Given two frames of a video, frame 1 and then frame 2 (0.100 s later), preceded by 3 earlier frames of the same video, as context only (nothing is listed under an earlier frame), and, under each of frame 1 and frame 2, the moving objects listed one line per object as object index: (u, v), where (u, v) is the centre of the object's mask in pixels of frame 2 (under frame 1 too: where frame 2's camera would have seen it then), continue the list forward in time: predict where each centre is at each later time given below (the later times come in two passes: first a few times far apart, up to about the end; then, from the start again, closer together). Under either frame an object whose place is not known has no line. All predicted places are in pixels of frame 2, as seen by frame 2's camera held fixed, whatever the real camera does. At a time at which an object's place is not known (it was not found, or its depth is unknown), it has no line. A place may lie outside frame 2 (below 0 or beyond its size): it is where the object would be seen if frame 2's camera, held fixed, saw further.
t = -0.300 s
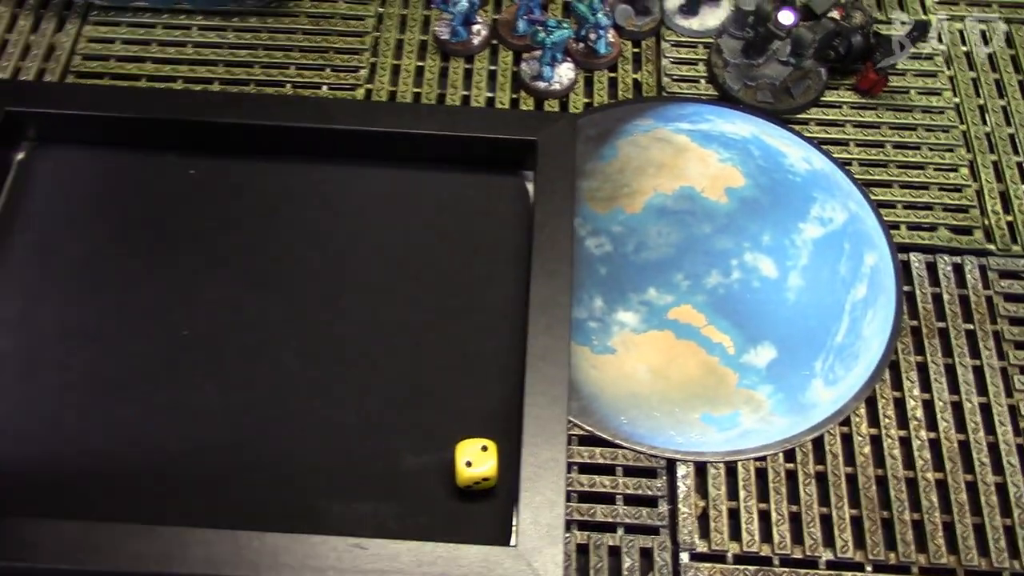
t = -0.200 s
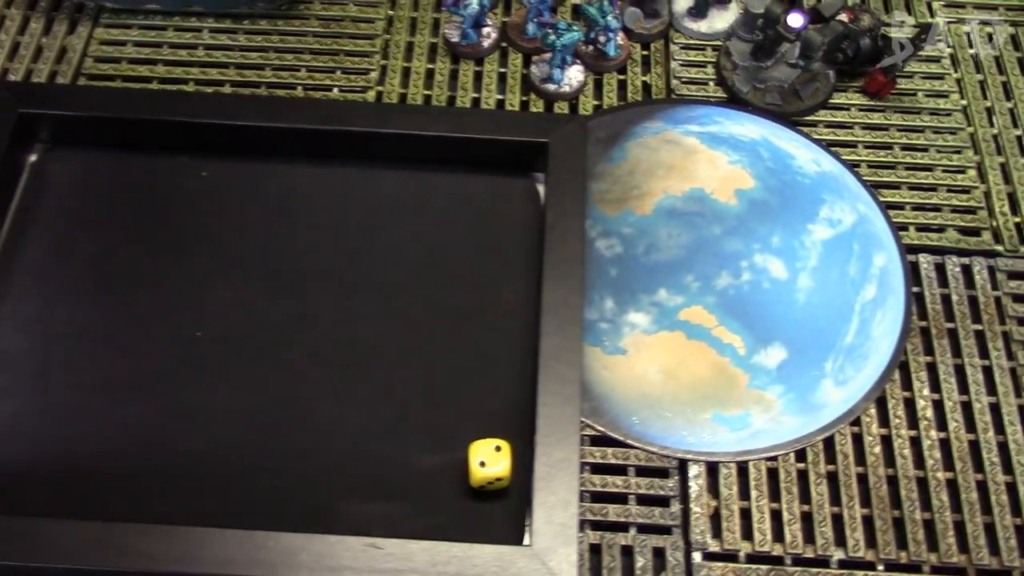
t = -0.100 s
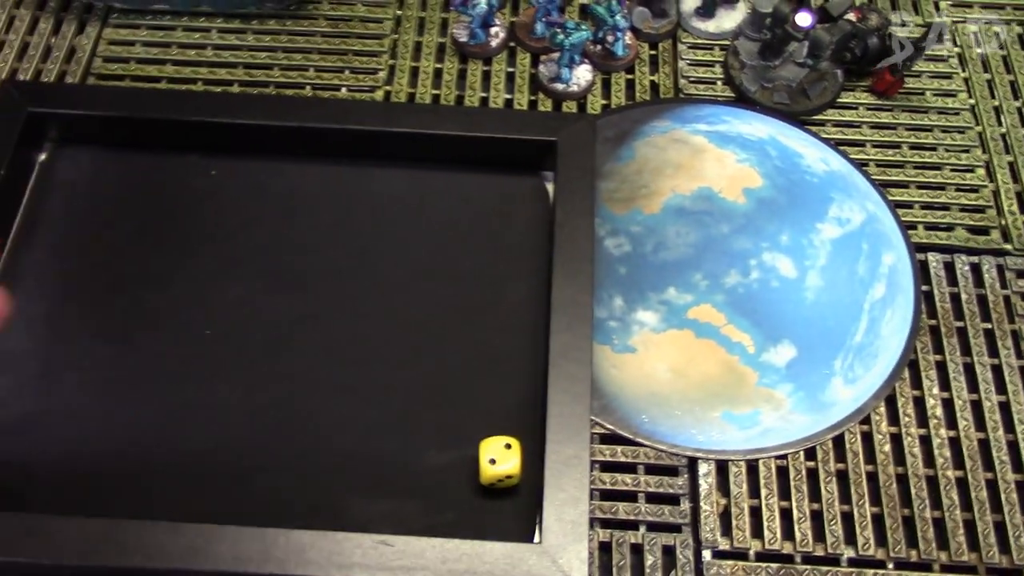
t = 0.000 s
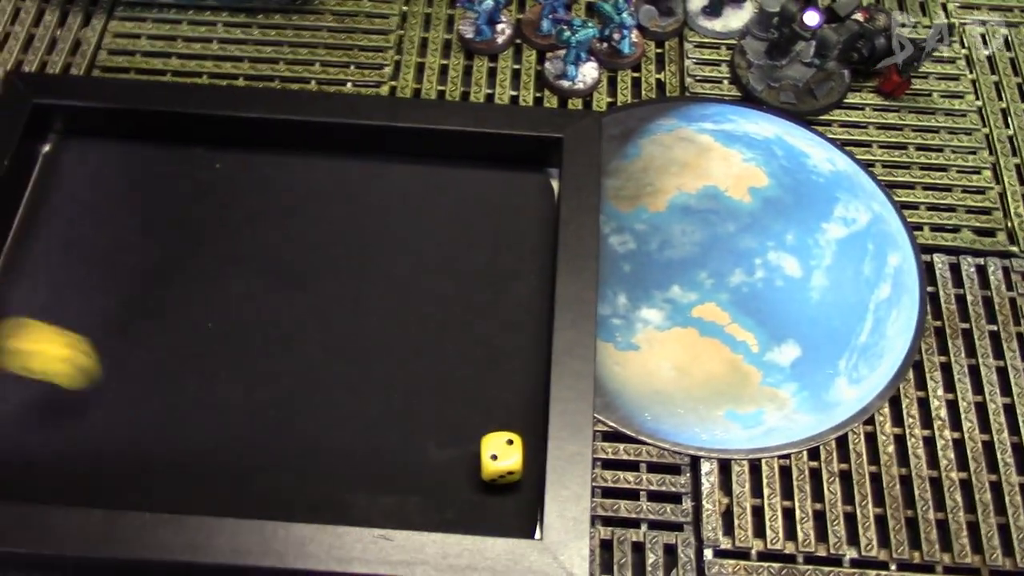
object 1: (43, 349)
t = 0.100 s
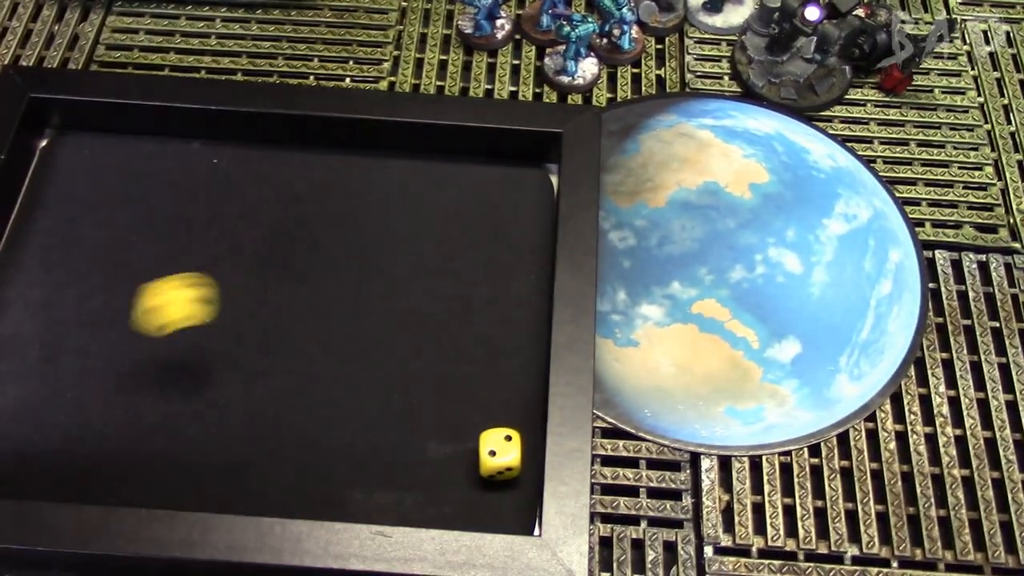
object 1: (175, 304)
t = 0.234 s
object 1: (328, 287)
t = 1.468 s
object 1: (492, 210)
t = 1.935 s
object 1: (492, 210)
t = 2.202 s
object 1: (492, 211)
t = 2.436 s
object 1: (492, 211)
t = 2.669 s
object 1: (492, 211)
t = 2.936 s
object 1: (493, 211)
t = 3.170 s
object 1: (493, 211)
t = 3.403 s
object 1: (493, 211)
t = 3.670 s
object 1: (493, 211)
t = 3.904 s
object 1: (493, 211)
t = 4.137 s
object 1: (492, 211)
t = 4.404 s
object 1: (492, 211)
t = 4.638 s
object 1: (492, 211)
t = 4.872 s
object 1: (492, 211)
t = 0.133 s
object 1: (222, 299)
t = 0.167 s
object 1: (270, 308)
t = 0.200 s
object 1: (308, 303)
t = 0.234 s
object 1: (328, 287)
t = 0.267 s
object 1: (354, 286)
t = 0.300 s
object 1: (380, 287)
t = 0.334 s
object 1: (393, 279)
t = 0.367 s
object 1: (406, 274)
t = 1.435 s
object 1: (492, 210)
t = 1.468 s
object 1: (492, 210)
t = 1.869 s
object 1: (492, 210)
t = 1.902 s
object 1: (492, 210)
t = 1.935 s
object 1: (492, 210)
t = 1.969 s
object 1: (492, 211)
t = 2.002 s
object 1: (492, 211)
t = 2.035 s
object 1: (492, 211)
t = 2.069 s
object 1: (492, 211)
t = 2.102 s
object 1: (492, 211)
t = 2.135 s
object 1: (492, 211)
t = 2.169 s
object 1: (492, 211)
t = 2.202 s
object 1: (492, 211)
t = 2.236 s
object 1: (492, 211)
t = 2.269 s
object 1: (492, 211)
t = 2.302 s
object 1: (492, 211)
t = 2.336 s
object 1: (492, 211)
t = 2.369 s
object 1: (492, 211)
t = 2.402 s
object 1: (492, 211)
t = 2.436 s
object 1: (492, 211)
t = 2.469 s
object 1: (492, 211)
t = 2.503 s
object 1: (492, 211)
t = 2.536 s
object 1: (492, 211)
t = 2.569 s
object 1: (492, 211)
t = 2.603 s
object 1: (492, 211)
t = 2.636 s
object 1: (492, 211)
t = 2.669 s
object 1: (492, 211)
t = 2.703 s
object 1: (492, 211)
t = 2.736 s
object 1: (493, 211)
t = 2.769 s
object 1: (493, 211)
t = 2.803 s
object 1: (493, 211)
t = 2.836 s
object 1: (493, 211)
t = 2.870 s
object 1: (493, 211)
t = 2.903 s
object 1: (493, 211)
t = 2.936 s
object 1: (493, 211)
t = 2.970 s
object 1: (493, 211)
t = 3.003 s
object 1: (493, 211)
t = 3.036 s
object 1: (493, 211)
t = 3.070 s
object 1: (493, 211)
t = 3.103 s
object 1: (493, 211)
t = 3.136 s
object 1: (493, 211)
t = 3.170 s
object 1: (493, 211)
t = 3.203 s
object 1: (493, 211)
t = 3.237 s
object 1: (493, 211)
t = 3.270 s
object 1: (493, 211)
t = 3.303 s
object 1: (493, 211)
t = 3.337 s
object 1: (493, 211)
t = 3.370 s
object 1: (493, 211)
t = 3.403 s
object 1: (493, 211)
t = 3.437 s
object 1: (493, 211)
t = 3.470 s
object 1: (493, 211)
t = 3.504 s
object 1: (493, 211)
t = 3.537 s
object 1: (493, 211)
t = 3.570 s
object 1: (493, 211)
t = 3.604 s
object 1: (493, 211)
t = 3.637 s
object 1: (493, 211)
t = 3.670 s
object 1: (493, 211)
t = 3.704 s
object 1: (493, 211)
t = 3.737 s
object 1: (493, 211)
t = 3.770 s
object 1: (493, 211)
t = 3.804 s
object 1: (493, 211)
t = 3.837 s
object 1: (493, 211)
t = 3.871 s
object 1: (493, 211)
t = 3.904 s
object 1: (493, 211)
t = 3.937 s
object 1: (493, 211)
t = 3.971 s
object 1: (493, 211)
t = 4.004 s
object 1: (493, 211)
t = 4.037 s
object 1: (493, 211)
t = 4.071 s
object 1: (492, 211)
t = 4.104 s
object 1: (492, 211)
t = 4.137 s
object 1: (492, 211)
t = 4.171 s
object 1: (492, 211)
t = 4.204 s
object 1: (493, 211)
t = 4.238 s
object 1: (493, 211)
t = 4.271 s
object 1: (493, 211)
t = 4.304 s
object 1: (493, 211)
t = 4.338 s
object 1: (493, 211)
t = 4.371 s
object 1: (492, 211)
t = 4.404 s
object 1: (492, 211)
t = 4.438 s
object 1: (492, 211)
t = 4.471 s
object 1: (493, 211)
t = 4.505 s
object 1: (492, 211)
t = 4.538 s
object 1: (492, 211)
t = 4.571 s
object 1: (492, 211)
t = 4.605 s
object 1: (492, 211)
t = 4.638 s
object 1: (492, 211)
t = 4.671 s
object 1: (492, 211)
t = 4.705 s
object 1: (492, 211)
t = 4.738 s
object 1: (492, 211)
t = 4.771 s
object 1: (492, 211)
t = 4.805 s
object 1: (492, 211)
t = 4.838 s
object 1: (493, 211)
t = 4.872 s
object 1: (492, 211)
